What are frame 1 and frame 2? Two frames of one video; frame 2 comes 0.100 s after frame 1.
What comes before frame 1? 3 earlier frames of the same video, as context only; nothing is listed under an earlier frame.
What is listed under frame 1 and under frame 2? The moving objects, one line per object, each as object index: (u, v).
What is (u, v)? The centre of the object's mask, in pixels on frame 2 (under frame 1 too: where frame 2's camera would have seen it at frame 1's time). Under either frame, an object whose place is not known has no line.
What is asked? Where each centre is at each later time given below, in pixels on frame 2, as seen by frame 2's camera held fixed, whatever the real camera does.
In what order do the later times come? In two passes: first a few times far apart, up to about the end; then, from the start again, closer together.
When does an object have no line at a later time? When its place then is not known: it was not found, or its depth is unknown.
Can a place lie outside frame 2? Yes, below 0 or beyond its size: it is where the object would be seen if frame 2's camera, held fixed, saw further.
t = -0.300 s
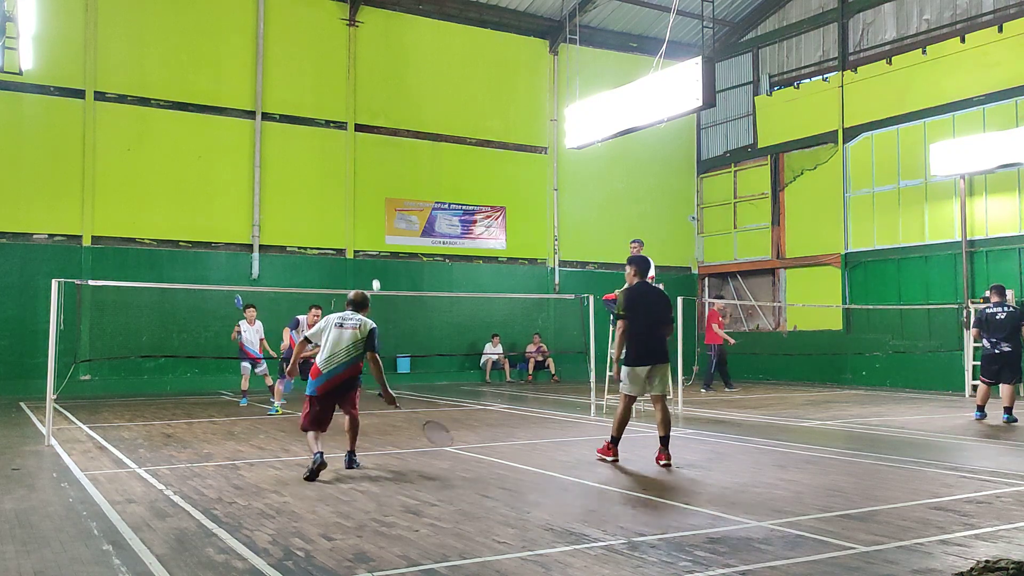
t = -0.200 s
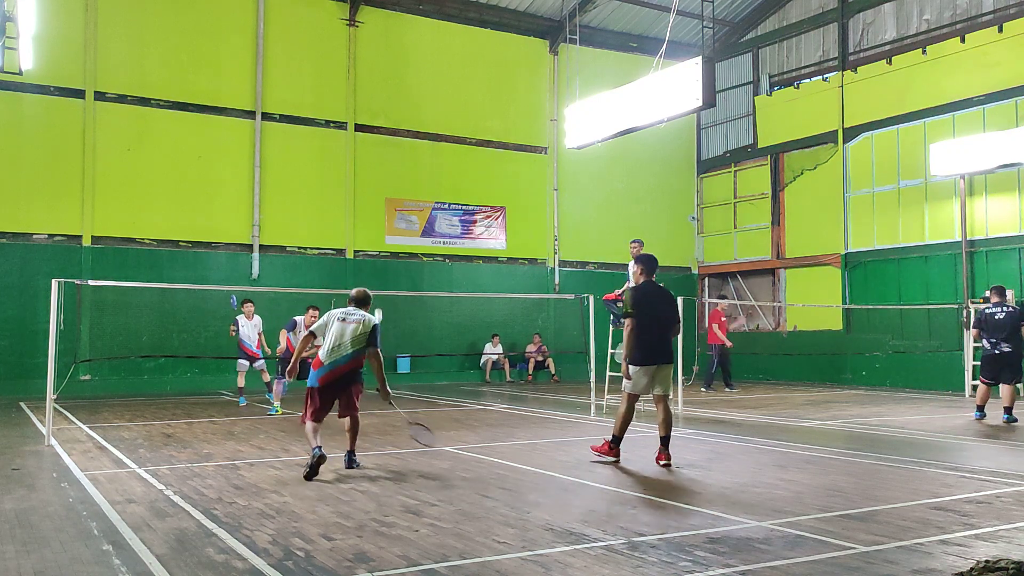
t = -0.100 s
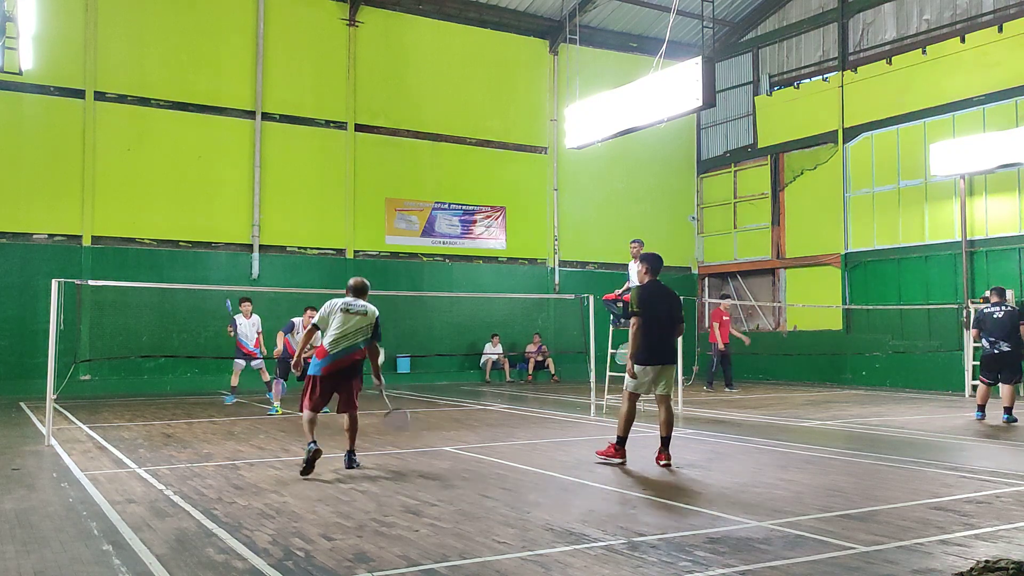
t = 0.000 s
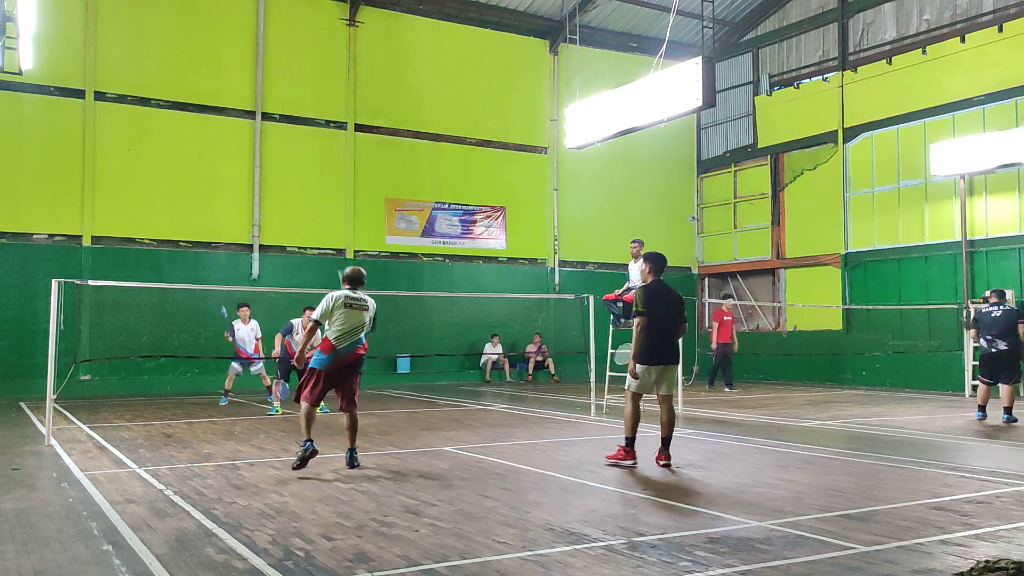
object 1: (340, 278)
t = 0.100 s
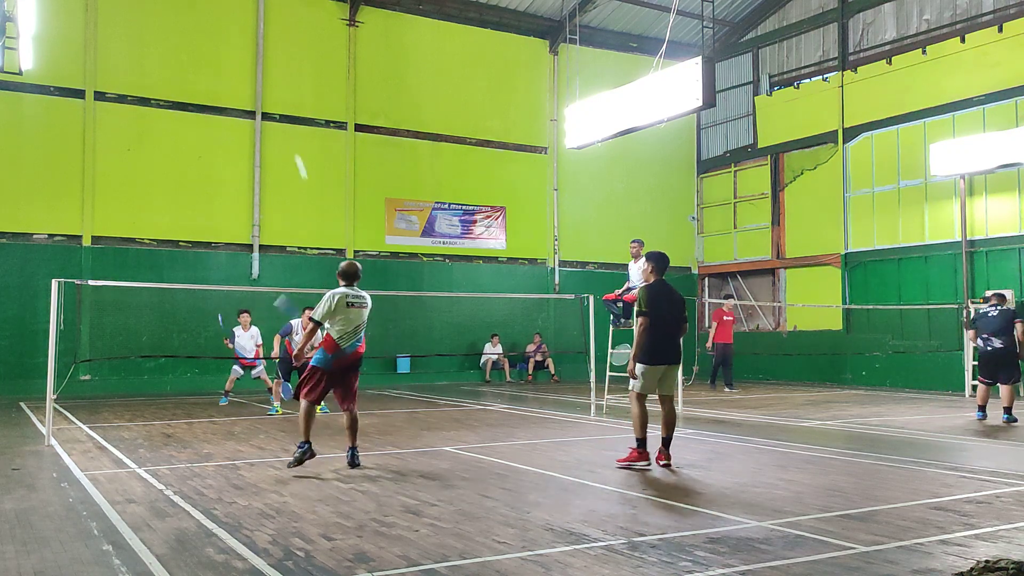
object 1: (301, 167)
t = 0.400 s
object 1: (245, 47)
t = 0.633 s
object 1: (225, 36)
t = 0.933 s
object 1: (211, 74)
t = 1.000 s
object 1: (209, 88)
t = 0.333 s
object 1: (253, 59)
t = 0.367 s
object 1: (249, 52)
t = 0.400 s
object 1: (245, 47)
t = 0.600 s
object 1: (227, 35)
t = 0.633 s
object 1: (225, 36)
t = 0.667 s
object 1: (223, 38)
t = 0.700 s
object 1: (221, 40)
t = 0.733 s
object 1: (219, 43)
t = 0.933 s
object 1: (211, 74)
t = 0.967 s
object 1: (210, 81)
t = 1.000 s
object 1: (209, 88)
